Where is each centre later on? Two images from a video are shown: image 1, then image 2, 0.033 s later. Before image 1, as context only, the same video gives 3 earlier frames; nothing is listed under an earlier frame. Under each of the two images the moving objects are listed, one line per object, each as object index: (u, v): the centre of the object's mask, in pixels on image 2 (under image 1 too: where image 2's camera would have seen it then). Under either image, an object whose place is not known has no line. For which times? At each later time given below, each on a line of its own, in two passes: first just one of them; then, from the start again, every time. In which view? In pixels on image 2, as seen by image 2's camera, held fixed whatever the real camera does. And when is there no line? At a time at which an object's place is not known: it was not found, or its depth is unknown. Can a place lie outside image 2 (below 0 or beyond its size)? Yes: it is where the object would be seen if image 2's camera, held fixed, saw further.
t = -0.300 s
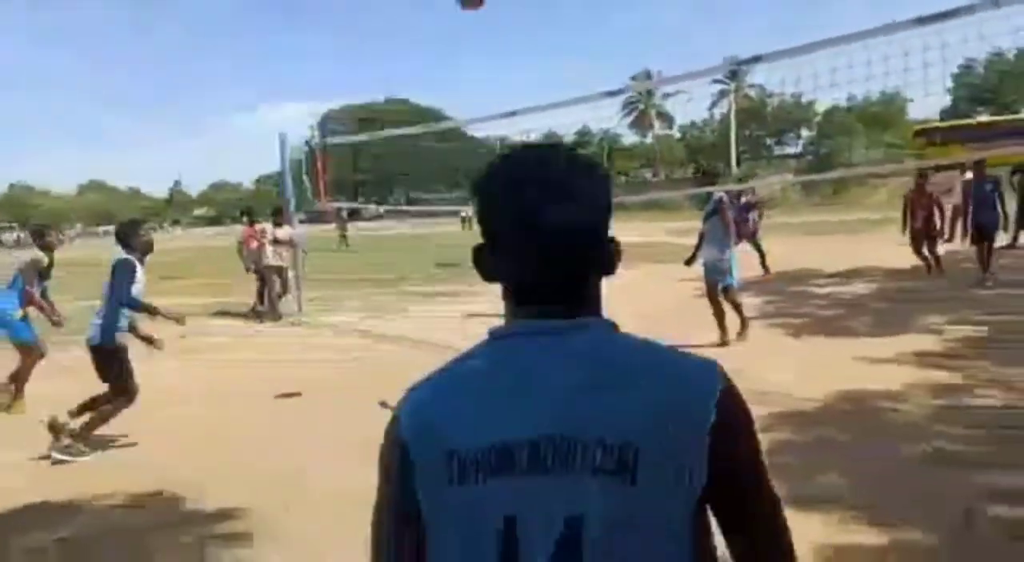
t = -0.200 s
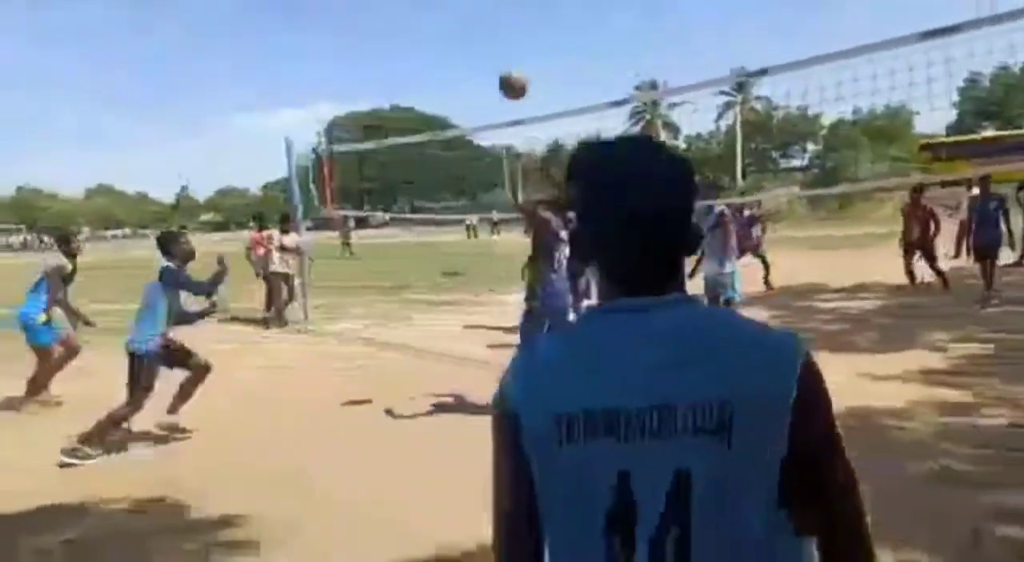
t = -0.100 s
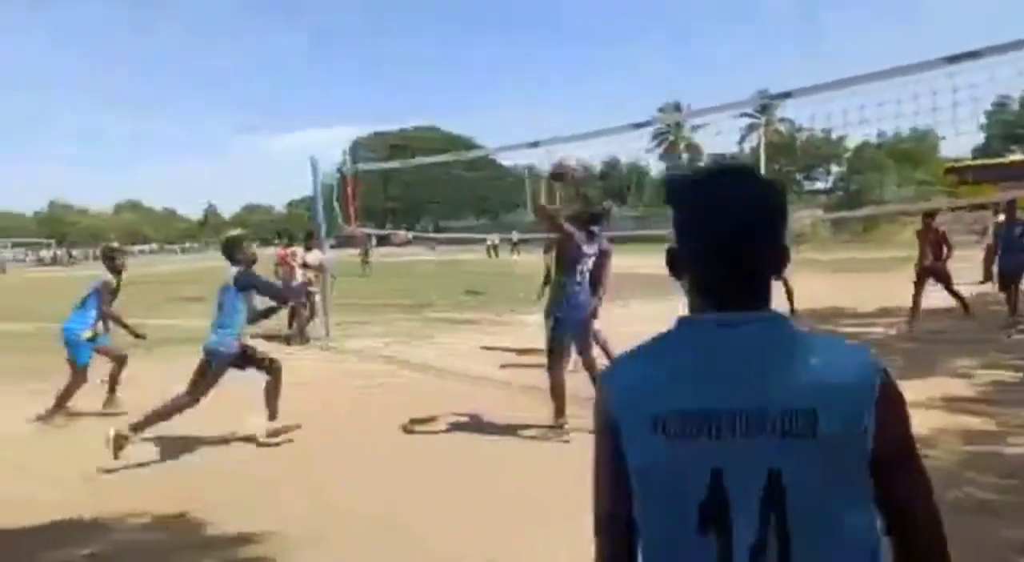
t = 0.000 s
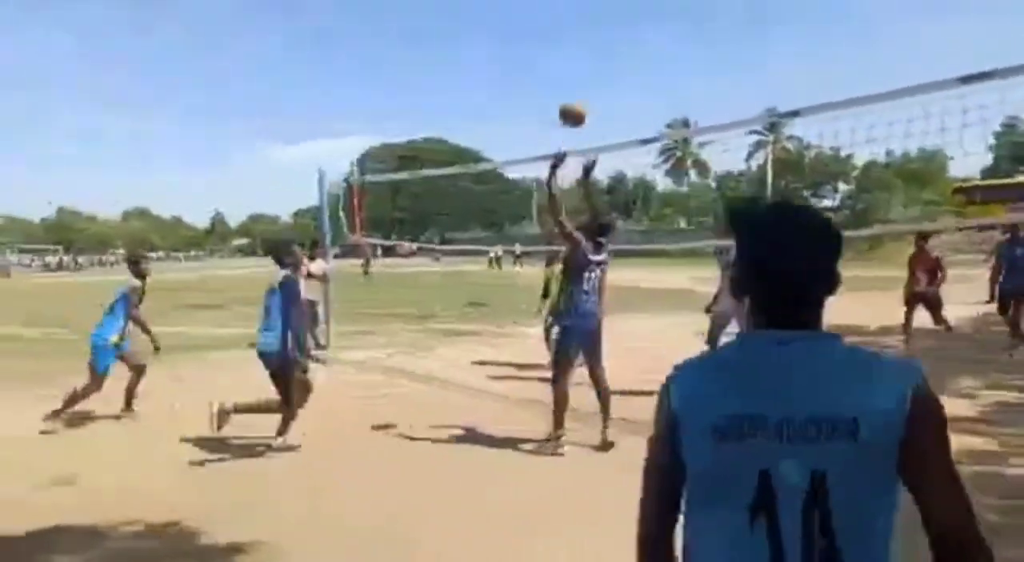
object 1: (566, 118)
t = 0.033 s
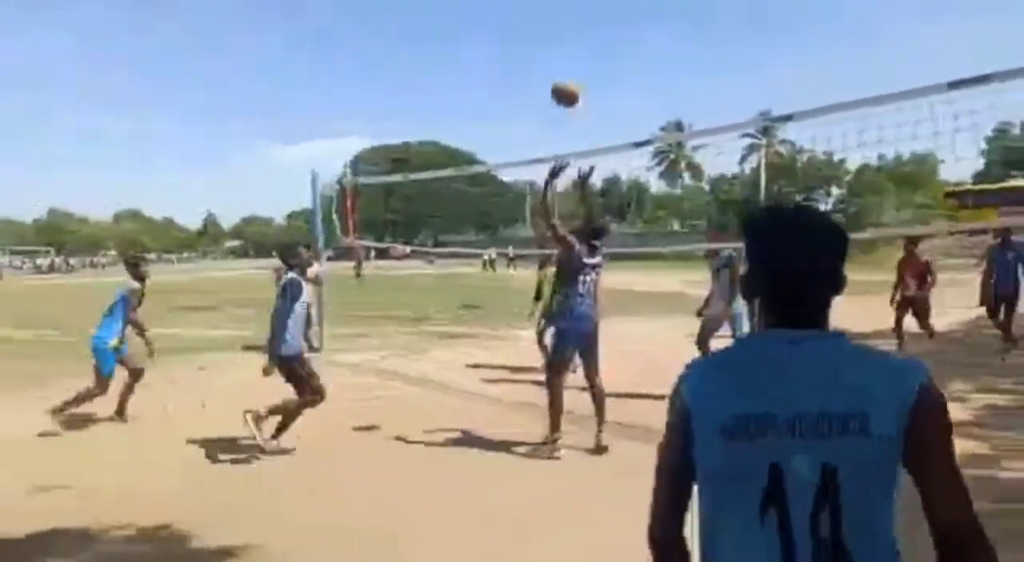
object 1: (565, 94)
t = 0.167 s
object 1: (562, 17)
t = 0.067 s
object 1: (564, 73)
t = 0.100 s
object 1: (561, 54)
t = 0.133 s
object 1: (561, 34)
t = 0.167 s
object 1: (562, 17)
